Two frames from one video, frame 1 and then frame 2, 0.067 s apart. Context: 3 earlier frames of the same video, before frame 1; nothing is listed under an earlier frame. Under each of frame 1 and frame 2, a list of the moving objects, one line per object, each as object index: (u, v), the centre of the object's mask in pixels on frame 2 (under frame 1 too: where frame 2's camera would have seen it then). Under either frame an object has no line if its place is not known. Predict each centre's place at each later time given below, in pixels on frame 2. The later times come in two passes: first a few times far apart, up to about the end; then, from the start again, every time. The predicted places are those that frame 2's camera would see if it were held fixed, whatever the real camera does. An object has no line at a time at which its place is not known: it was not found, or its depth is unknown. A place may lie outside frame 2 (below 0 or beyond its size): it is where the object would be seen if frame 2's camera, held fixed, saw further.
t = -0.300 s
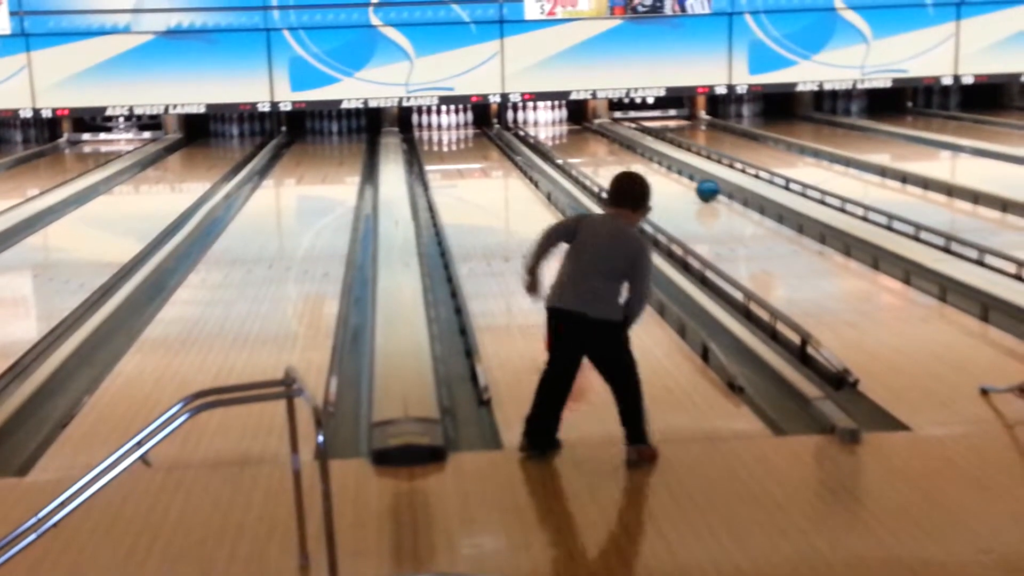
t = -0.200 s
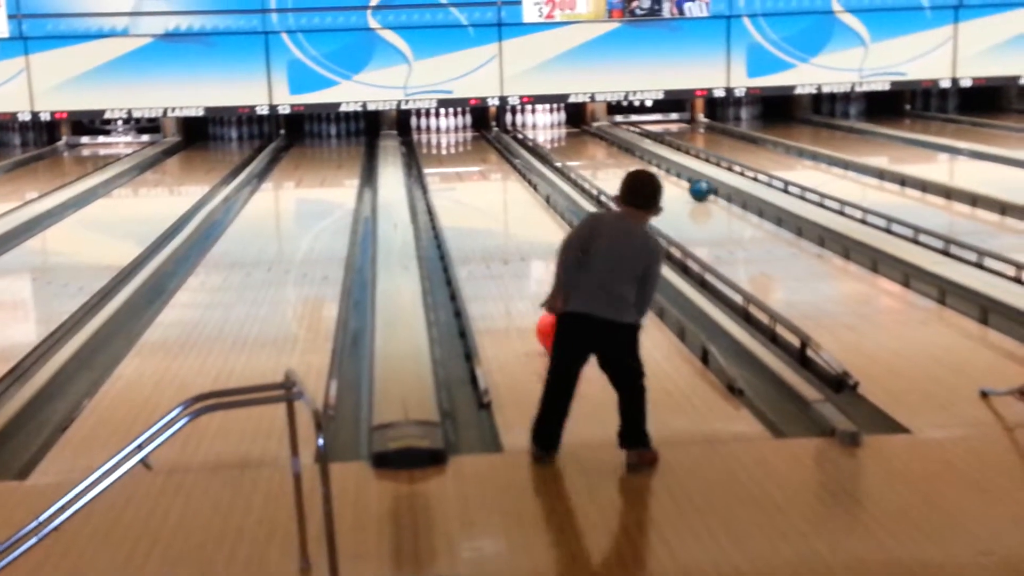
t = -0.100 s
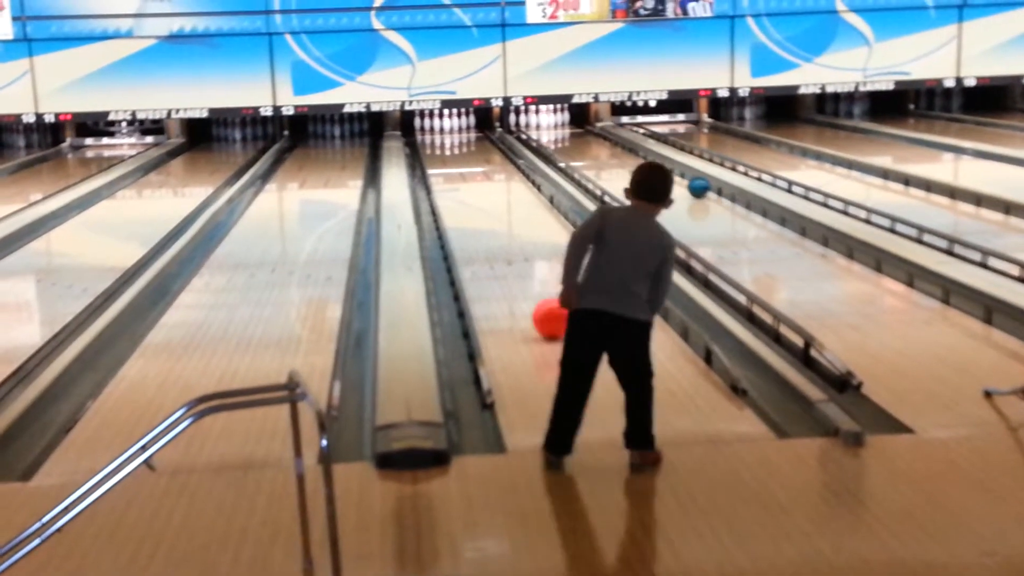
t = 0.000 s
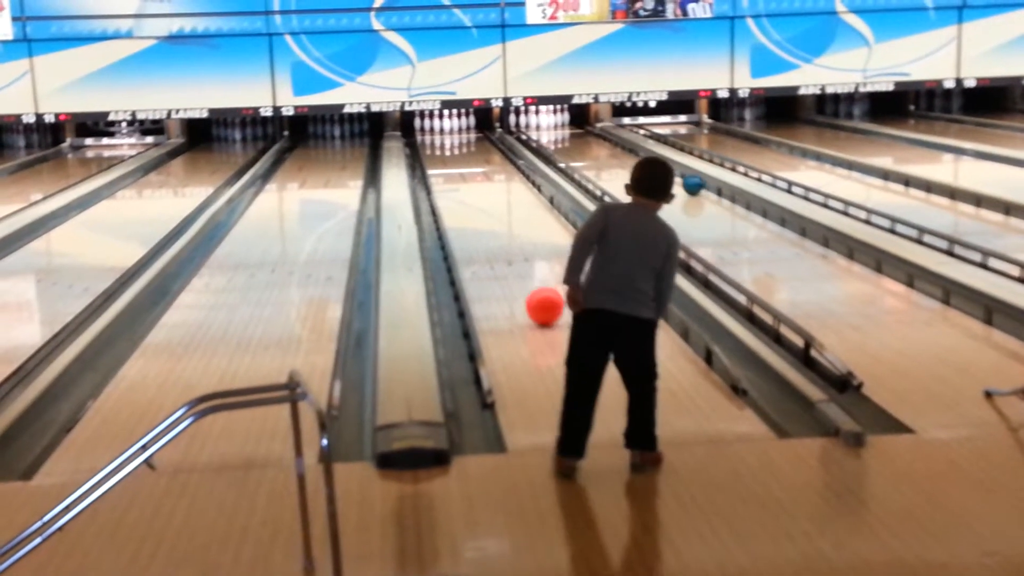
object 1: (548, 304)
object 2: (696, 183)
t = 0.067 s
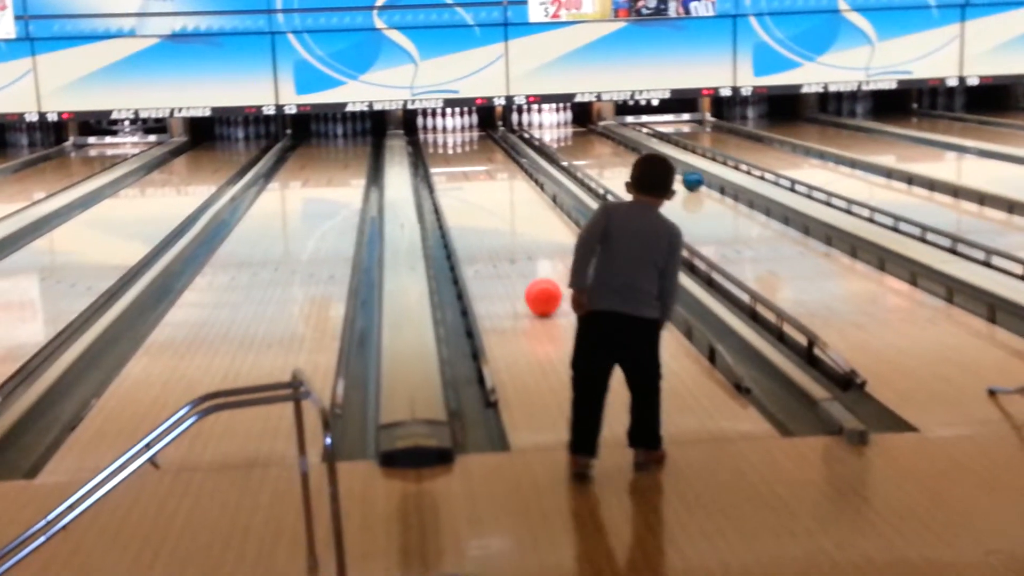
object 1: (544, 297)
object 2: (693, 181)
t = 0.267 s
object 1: (530, 277)
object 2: (684, 176)
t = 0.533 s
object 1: (517, 255)
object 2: (671, 169)
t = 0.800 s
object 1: (506, 237)
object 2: (660, 163)
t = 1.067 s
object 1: (497, 221)
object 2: (650, 155)
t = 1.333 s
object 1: (490, 208)
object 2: (644, 151)
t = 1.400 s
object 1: (488, 205)
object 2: (640, 150)
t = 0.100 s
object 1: (541, 293)
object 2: (691, 180)
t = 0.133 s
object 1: (539, 289)
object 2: (690, 179)
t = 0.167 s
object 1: (537, 286)
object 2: (688, 178)
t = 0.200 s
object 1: (534, 283)
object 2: (686, 177)
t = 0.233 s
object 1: (533, 280)
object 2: (685, 177)
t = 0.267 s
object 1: (530, 277)
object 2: (684, 176)
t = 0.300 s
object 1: (529, 274)
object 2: (682, 175)
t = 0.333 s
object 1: (527, 271)
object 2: (680, 174)
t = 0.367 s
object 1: (525, 268)
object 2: (678, 173)
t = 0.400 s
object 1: (524, 265)
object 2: (676, 172)
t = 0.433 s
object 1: (522, 262)
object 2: (675, 171)
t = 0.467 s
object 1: (521, 260)
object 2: (675, 171)
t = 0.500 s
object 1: (519, 257)
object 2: (673, 170)
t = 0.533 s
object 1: (517, 255)
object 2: (671, 169)
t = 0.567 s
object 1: (516, 252)
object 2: (670, 167)
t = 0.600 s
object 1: (514, 250)
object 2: (668, 167)
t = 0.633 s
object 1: (513, 248)
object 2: (667, 167)
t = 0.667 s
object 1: (511, 246)
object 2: (666, 165)
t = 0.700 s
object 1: (510, 243)
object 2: (665, 165)
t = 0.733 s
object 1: (509, 241)
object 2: (663, 164)
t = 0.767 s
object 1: (508, 239)
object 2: (661, 163)
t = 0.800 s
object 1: (506, 237)
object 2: (660, 163)
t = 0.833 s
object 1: (505, 235)
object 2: (659, 162)
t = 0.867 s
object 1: (504, 233)
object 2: (657, 161)
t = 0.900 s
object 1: (503, 230)
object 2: (657, 160)
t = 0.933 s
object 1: (502, 228)
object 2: (656, 159)
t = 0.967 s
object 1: (500, 226)
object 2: (654, 157)
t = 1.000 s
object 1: (499, 225)
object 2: (654, 157)
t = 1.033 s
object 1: (498, 223)
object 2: (651, 156)
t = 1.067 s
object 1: (497, 221)
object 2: (650, 155)
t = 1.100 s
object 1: (496, 219)
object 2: (650, 155)
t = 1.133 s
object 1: (495, 217)
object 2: (648, 155)
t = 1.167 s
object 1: (494, 216)
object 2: (648, 154)
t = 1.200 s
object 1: (493, 214)
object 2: (647, 154)
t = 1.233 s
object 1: (492, 212)
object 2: (645, 153)
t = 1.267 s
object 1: (491, 211)
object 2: (644, 152)
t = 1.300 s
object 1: (490, 209)
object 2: (644, 152)
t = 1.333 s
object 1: (490, 208)
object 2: (644, 151)
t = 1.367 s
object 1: (488, 206)
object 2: (642, 151)
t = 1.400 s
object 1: (488, 205)
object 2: (640, 150)
